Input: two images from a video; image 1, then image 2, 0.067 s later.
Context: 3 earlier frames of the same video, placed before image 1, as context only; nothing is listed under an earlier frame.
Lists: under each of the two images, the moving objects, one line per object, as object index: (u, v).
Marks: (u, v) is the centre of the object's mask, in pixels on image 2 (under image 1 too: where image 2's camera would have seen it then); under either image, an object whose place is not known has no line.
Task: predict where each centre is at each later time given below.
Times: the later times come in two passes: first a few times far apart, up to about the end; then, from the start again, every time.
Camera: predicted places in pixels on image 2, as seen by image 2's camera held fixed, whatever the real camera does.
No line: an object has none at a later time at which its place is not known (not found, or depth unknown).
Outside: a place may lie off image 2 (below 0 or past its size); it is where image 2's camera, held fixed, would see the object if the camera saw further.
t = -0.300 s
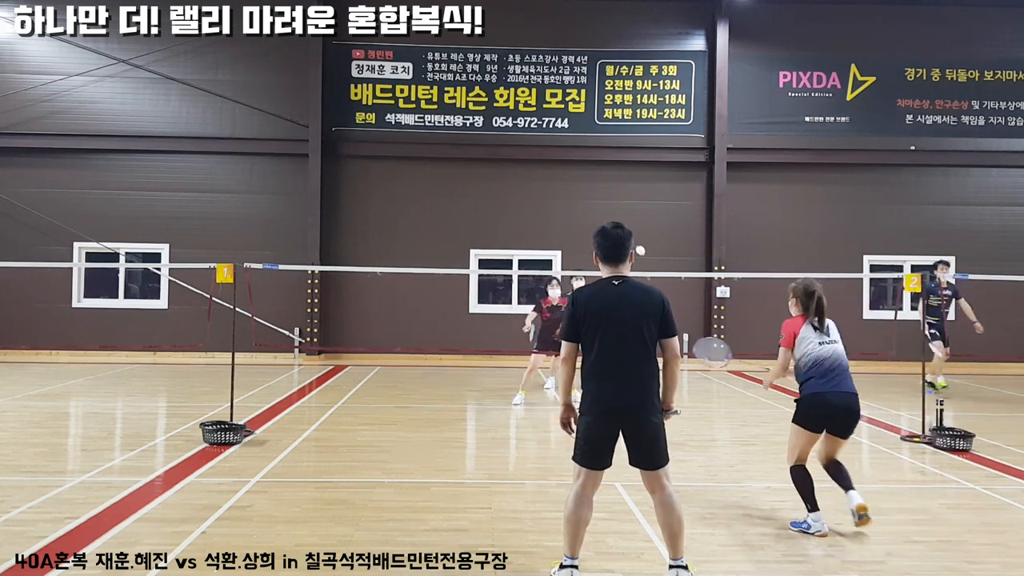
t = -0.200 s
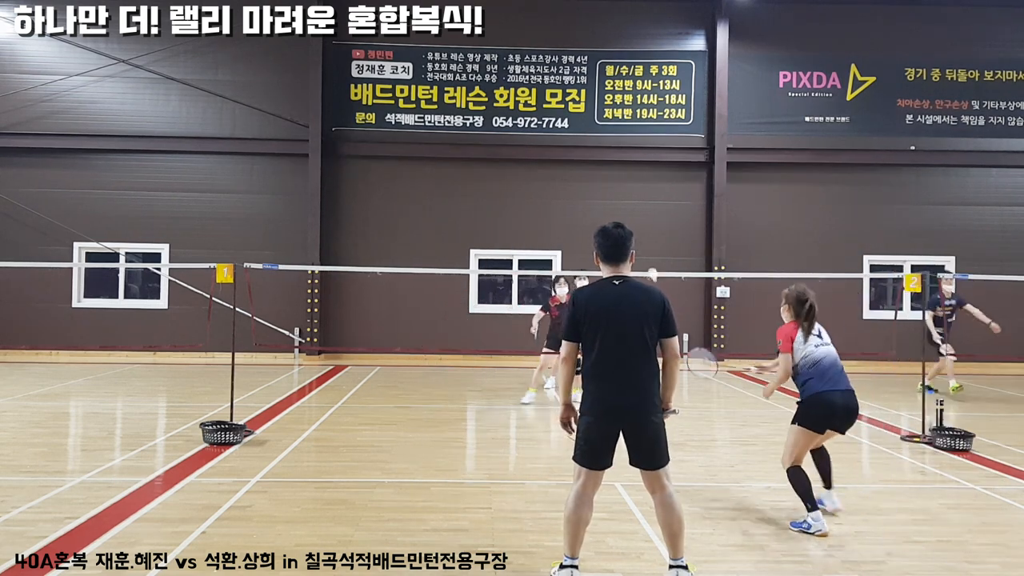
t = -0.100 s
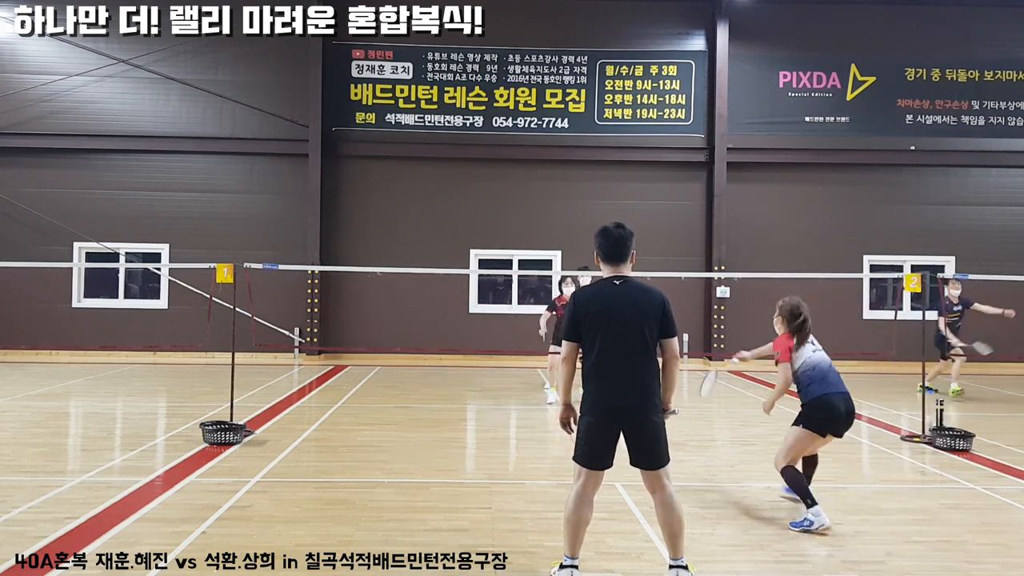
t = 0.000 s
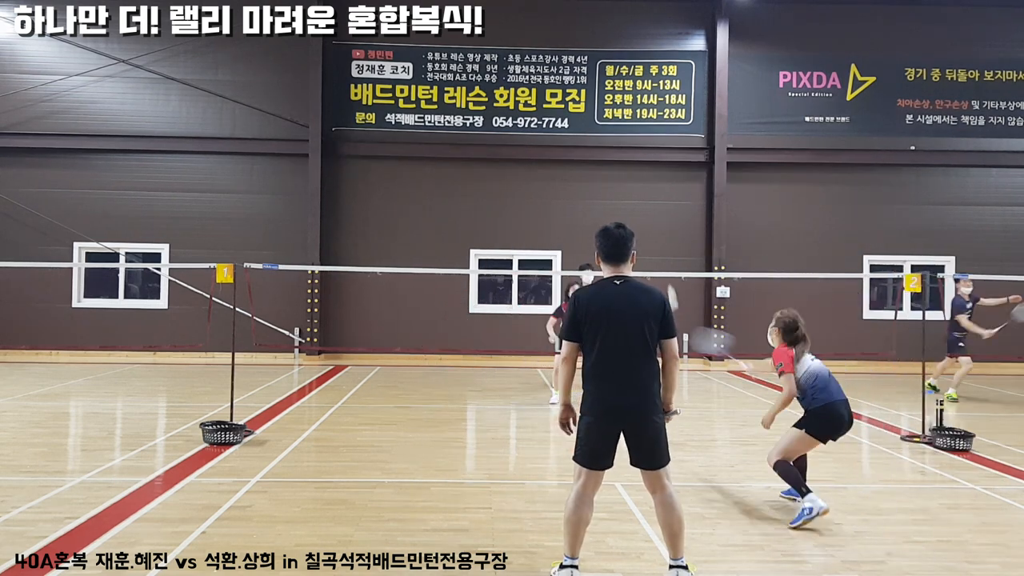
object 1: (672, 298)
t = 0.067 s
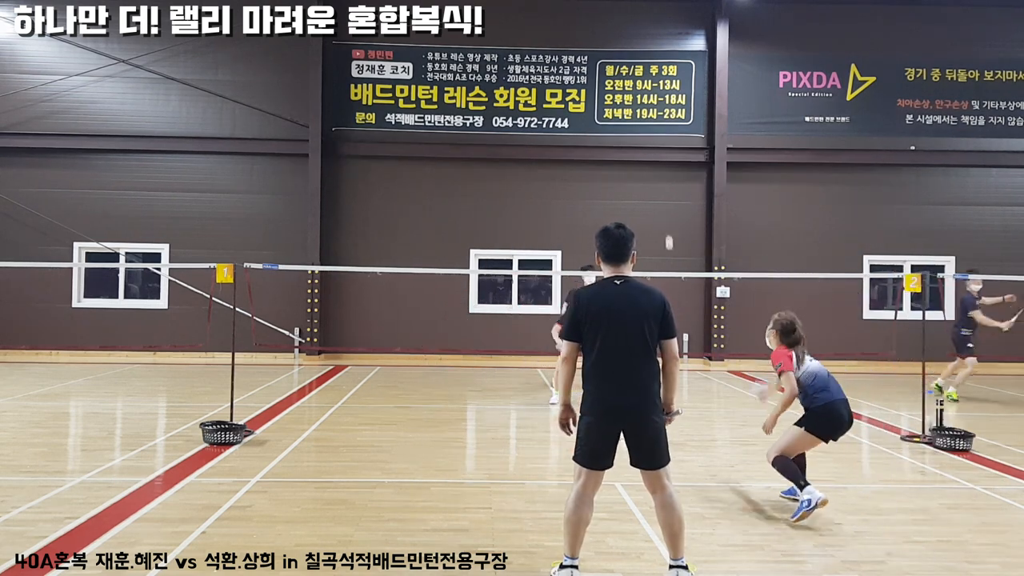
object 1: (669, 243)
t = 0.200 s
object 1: (667, 195)
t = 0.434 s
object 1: (667, 181)
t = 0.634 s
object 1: (669, 200)
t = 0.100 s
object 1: (667, 226)
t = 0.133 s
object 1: (667, 212)
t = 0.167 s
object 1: (668, 202)
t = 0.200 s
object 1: (667, 195)
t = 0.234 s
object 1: (667, 189)
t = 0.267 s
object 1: (667, 185)
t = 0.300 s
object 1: (667, 182)
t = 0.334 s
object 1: (667, 181)
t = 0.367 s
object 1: (667, 180)
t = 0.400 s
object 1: (667, 180)
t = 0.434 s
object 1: (667, 181)
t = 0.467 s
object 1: (667, 183)
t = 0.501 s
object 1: (668, 185)
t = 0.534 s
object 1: (668, 187)
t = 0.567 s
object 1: (667, 191)
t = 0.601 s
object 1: (668, 195)
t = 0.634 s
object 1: (669, 200)
